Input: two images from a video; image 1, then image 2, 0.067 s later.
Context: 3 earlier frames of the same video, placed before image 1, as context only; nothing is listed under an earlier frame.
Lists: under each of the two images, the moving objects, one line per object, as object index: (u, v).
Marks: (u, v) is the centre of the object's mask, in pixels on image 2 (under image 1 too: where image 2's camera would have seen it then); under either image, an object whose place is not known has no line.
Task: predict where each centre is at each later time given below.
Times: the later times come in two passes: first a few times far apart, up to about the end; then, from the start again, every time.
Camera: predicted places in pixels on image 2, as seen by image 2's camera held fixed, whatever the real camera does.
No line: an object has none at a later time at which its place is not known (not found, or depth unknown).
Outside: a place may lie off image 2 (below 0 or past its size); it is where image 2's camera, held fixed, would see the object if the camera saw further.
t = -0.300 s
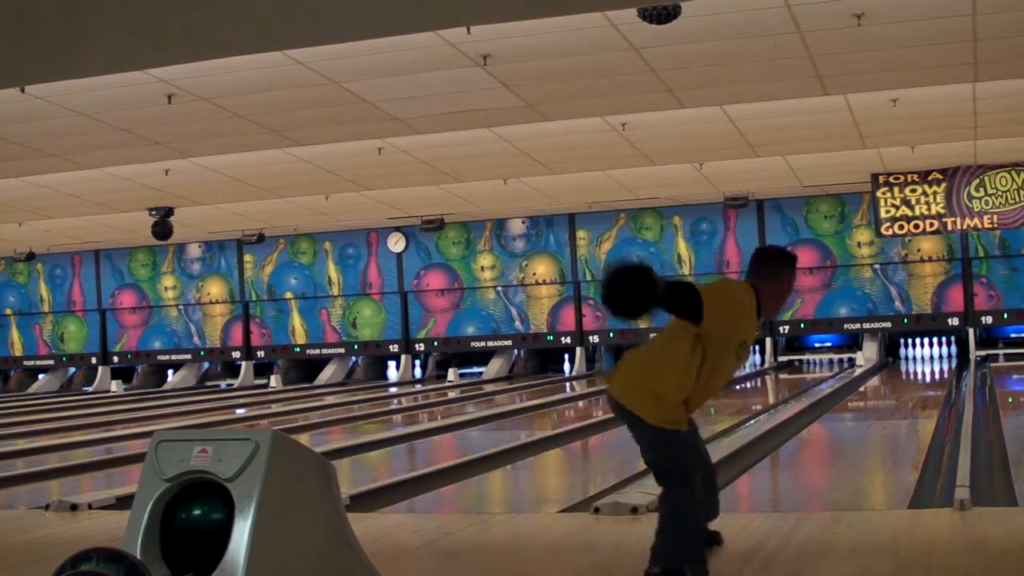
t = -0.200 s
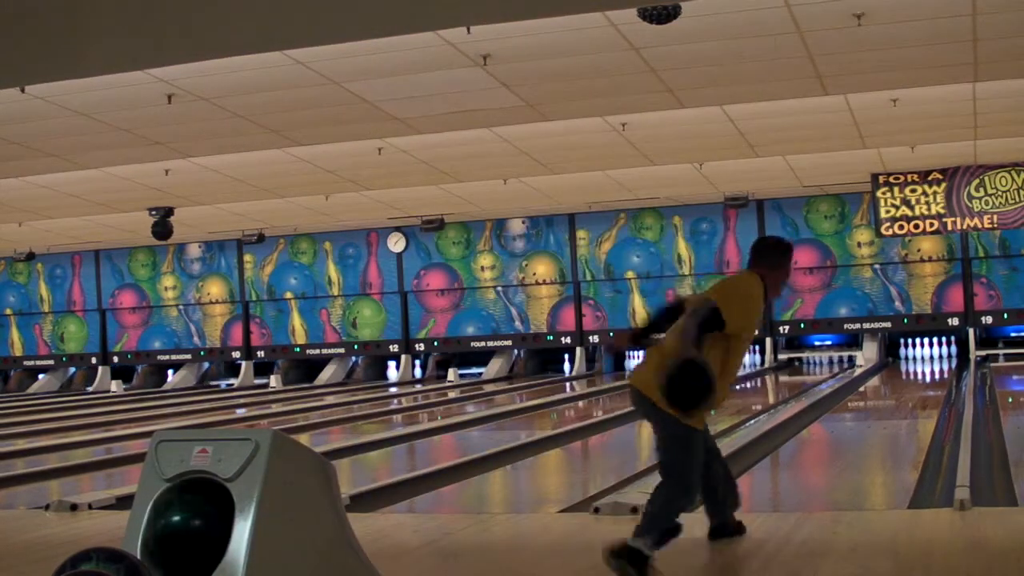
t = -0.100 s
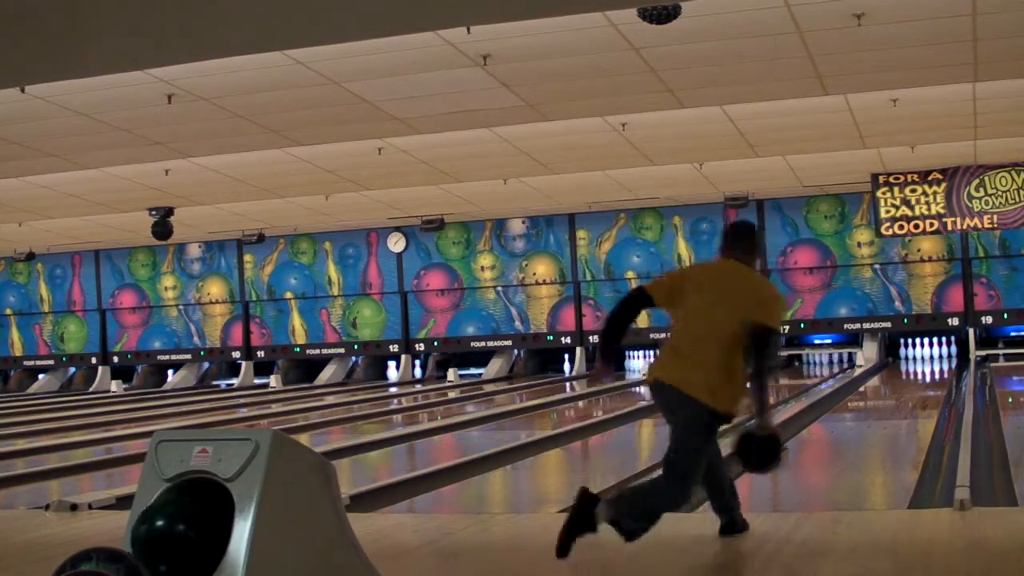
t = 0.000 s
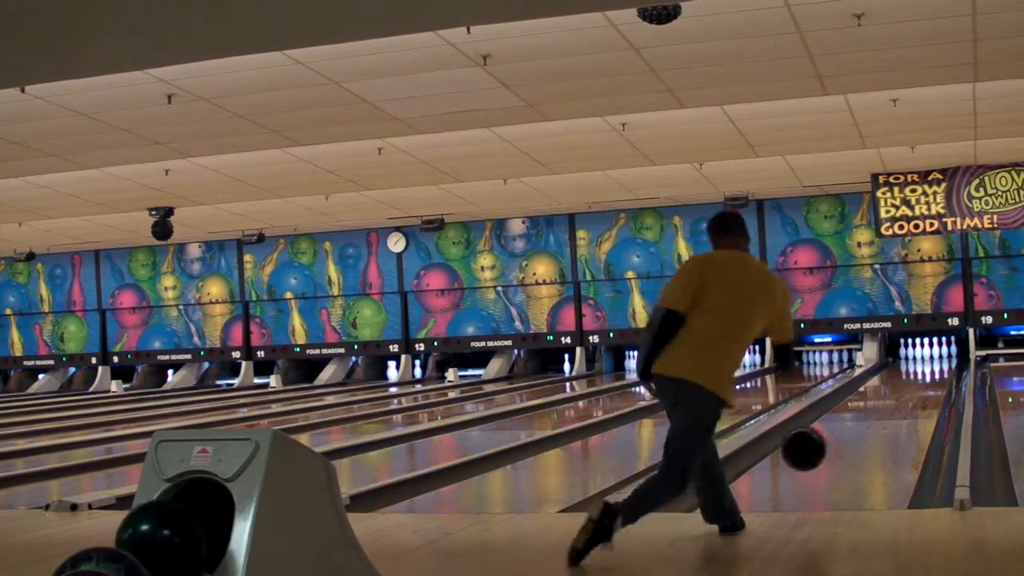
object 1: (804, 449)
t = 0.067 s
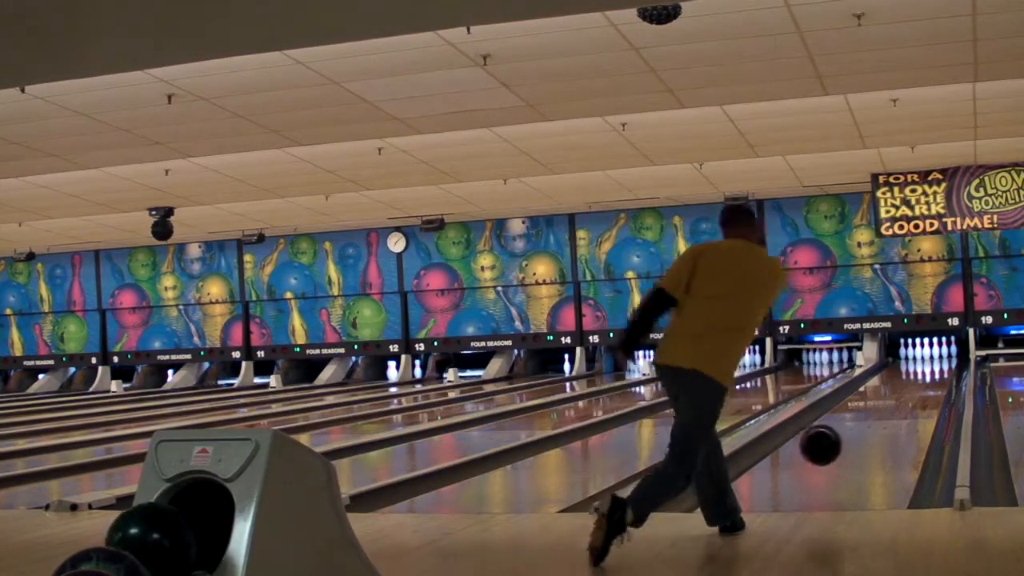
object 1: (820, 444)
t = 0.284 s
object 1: (862, 442)
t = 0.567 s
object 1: (894, 412)
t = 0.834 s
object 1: (913, 394)
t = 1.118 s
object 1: (926, 380)
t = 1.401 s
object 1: (933, 370)
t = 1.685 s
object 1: (936, 362)
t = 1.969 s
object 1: (935, 357)
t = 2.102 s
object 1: (933, 355)
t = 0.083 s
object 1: (824, 445)
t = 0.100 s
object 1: (828, 446)
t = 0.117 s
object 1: (831, 447)
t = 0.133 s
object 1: (835, 449)
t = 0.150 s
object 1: (839, 452)
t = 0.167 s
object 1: (842, 455)
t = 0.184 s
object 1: (845, 457)
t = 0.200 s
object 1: (848, 456)
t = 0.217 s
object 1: (851, 452)
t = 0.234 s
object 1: (854, 449)
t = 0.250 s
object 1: (857, 446)
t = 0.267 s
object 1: (859, 443)
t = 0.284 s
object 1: (862, 442)
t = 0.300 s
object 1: (864, 441)
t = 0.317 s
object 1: (866, 439)
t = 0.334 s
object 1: (869, 437)
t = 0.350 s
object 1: (871, 435)
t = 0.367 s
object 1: (873, 433)
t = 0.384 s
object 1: (875, 431)
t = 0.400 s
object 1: (877, 429)
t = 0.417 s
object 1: (879, 427)
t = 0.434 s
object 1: (881, 426)
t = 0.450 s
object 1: (883, 424)
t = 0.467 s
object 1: (885, 422)
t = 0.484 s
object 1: (887, 420)
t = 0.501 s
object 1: (888, 419)
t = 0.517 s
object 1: (890, 417)
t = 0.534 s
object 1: (892, 415)
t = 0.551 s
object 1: (893, 414)
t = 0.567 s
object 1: (894, 412)
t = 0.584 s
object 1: (895, 411)
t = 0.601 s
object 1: (897, 409)
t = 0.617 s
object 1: (898, 409)
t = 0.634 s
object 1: (900, 407)
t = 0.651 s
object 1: (901, 406)
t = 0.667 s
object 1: (903, 405)
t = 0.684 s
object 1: (904, 404)
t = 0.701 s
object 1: (905, 403)
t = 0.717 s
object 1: (906, 402)
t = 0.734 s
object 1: (907, 401)
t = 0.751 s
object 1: (908, 399)
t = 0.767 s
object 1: (910, 398)
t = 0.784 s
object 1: (910, 397)
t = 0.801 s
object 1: (912, 396)
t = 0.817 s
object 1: (913, 395)
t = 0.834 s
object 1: (913, 394)
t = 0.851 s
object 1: (914, 393)
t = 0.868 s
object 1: (915, 392)
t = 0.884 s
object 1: (916, 391)
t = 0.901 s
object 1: (917, 390)
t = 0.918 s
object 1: (917, 389)
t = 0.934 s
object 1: (918, 389)
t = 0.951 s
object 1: (920, 388)
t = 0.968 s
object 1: (920, 387)
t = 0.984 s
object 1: (921, 386)
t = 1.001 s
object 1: (922, 385)
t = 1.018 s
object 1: (923, 384)
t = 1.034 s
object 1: (923, 383)
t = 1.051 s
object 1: (923, 383)
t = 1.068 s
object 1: (925, 382)
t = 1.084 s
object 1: (925, 382)
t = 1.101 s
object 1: (925, 380)
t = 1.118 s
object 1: (926, 380)
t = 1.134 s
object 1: (927, 379)
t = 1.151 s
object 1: (927, 378)
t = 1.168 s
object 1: (928, 378)
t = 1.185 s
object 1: (928, 377)
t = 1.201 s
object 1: (929, 376)
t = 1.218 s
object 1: (929, 376)
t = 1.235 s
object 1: (930, 375)
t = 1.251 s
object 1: (930, 374)
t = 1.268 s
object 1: (930, 374)
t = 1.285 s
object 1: (931, 373)
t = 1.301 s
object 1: (931, 373)
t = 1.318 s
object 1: (932, 372)
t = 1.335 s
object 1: (931, 372)
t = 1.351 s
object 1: (932, 372)
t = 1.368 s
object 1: (932, 371)
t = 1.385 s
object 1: (932, 370)
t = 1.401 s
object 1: (933, 370)
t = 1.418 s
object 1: (933, 370)
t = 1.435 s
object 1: (933, 369)
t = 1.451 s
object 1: (933, 369)
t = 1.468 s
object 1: (933, 368)
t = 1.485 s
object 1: (933, 368)
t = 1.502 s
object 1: (934, 366)
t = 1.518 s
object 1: (934, 366)
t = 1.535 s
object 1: (934, 366)
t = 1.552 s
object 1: (934, 366)
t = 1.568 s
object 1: (934, 365)
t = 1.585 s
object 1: (934, 364)
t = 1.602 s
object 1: (935, 363)
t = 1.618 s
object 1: (935, 363)
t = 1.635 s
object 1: (935, 362)
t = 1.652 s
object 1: (935, 362)
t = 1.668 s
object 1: (936, 362)
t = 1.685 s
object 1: (936, 362)
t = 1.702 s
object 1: (936, 361)
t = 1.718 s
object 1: (936, 361)
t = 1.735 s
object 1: (936, 361)
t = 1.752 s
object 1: (936, 361)
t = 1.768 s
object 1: (936, 360)
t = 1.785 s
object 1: (936, 360)
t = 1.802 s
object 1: (936, 360)
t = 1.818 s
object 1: (936, 359)
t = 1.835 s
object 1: (936, 359)
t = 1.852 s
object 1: (936, 359)
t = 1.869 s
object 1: (936, 358)
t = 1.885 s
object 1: (936, 358)
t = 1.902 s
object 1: (936, 358)
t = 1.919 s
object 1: (936, 358)
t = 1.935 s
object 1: (935, 358)
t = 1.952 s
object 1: (935, 357)
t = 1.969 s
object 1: (935, 357)
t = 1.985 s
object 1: (934, 357)
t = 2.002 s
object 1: (934, 357)
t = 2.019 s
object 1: (934, 356)
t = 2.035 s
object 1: (934, 356)
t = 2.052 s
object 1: (934, 356)
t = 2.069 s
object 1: (934, 356)
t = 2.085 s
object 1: (933, 356)
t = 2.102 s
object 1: (933, 355)
